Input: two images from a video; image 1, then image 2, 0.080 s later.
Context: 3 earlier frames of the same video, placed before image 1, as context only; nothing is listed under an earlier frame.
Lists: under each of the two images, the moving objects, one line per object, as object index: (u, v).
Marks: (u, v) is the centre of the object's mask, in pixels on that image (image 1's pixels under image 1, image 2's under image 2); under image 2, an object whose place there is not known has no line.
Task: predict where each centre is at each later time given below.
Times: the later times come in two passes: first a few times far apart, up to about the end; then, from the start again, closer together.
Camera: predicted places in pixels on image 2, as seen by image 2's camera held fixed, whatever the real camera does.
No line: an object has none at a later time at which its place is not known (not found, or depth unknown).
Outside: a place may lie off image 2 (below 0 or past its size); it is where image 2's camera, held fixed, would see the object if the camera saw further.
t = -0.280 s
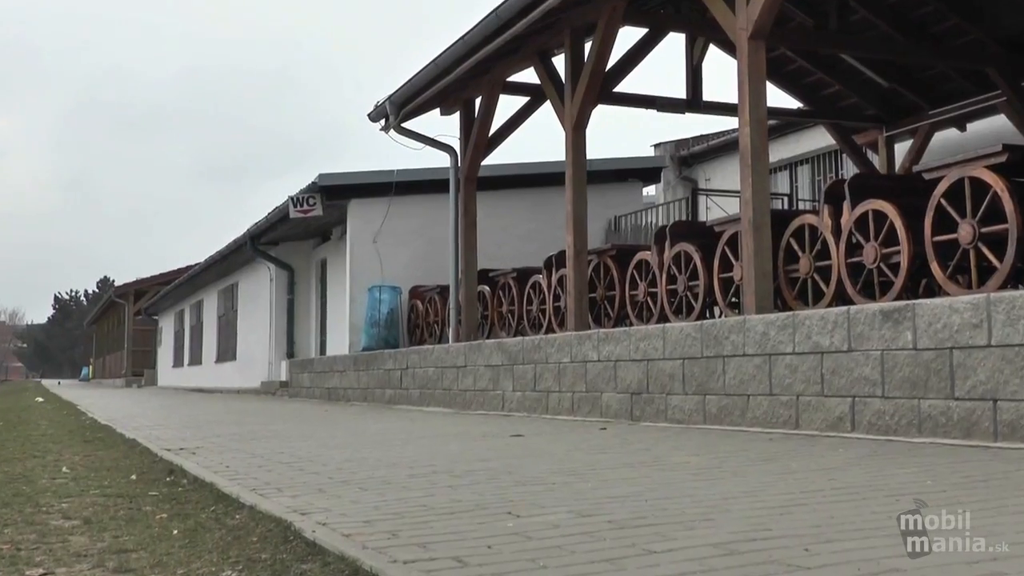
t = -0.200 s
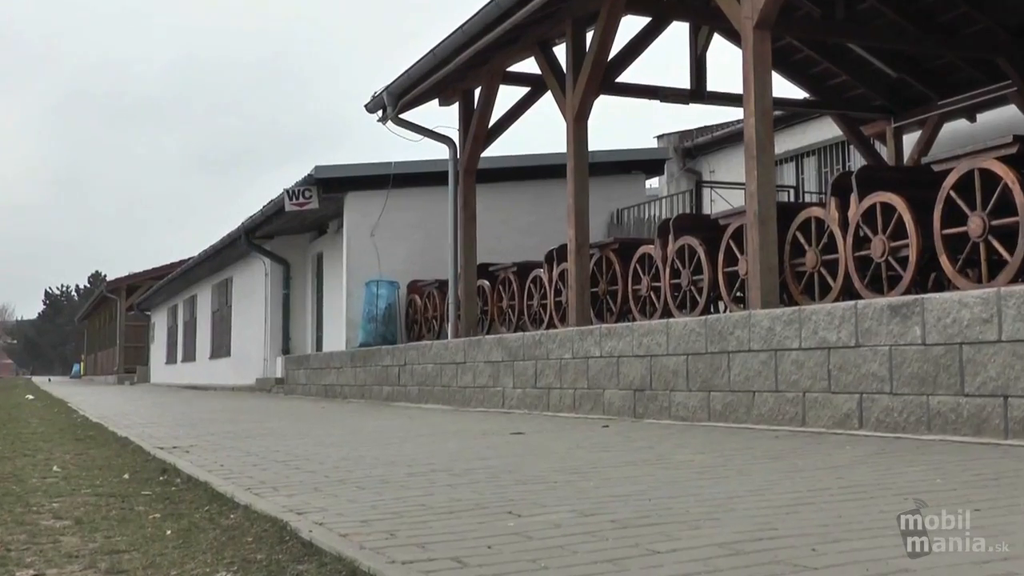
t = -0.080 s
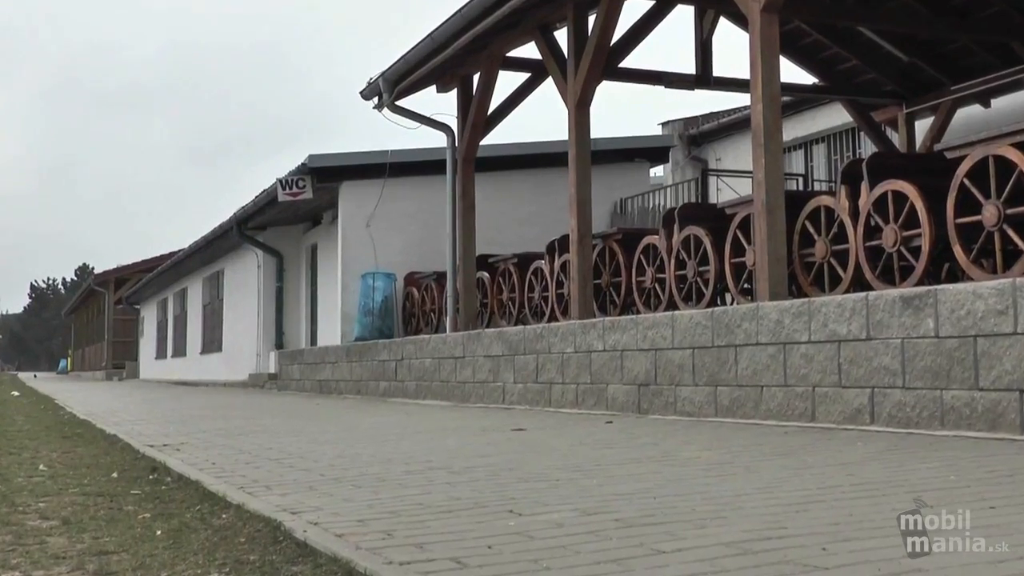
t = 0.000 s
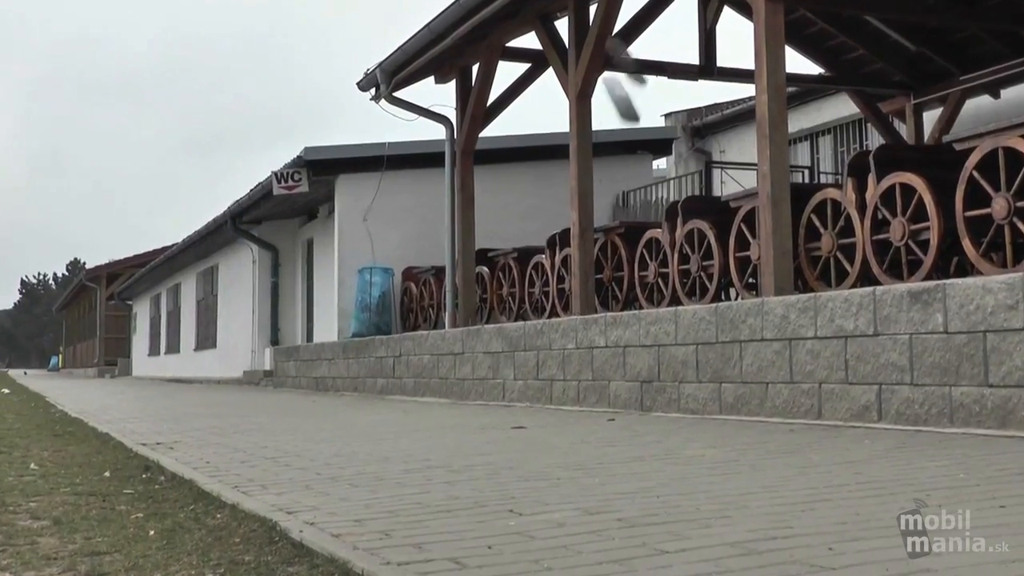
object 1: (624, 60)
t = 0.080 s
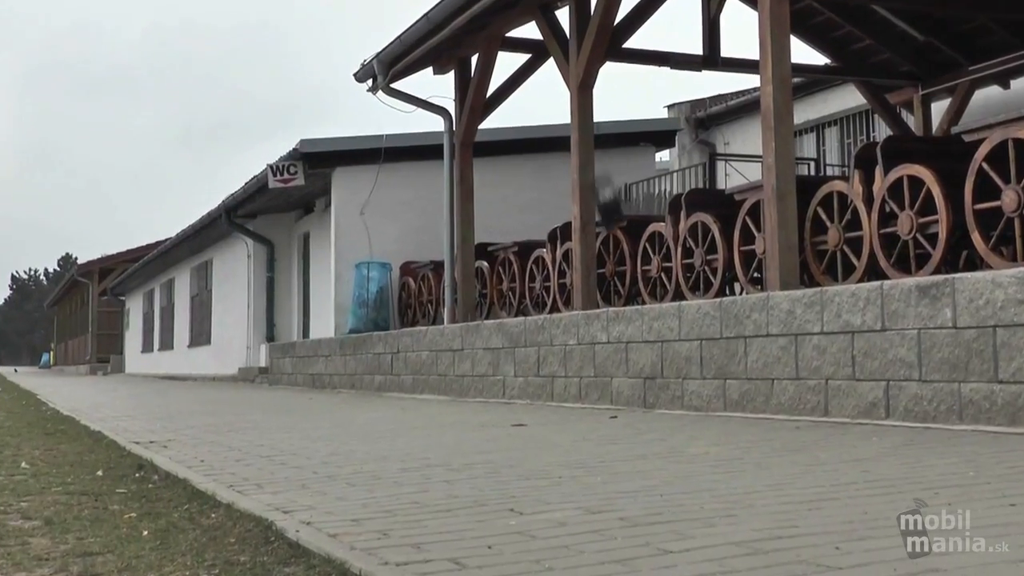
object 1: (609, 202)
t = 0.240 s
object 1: (563, 444)
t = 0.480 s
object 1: (512, 453)
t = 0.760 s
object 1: (497, 458)
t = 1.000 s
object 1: (498, 461)
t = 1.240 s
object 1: (497, 461)
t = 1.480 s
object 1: (497, 461)
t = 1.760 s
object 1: (497, 461)
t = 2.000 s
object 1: (497, 461)
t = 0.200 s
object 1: (570, 456)
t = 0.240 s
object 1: (563, 444)
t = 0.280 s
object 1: (554, 432)
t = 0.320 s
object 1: (545, 428)
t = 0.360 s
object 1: (536, 427)
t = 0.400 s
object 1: (527, 433)
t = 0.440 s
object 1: (517, 447)
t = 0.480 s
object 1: (512, 453)
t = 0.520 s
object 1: (511, 449)
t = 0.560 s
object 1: (511, 449)
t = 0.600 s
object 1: (510, 451)
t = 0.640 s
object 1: (508, 455)
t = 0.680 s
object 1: (502, 458)
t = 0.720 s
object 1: (499, 460)
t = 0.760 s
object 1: (497, 458)
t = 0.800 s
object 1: (497, 459)
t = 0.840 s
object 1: (497, 460)
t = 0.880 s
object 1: (498, 460)
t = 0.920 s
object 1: (498, 461)
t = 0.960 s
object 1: (498, 461)
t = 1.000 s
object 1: (498, 461)
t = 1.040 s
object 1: (498, 461)
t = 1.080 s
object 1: (498, 461)
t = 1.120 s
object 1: (498, 461)
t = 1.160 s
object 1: (498, 461)
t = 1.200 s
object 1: (497, 461)
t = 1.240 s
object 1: (497, 461)
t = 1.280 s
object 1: (497, 461)
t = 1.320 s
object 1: (497, 461)
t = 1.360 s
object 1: (497, 461)
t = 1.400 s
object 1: (497, 461)
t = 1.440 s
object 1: (497, 461)
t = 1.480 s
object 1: (497, 461)
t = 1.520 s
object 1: (497, 461)
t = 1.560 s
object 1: (497, 461)
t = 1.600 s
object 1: (497, 461)
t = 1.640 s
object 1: (496, 461)
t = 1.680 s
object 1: (497, 461)
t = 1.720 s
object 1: (497, 461)
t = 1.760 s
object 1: (497, 461)
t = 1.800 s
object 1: (497, 461)
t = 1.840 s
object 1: (497, 461)
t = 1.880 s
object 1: (497, 461)
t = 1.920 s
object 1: (497, 461)
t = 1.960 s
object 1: (497, 461)
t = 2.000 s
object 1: (497, 461)
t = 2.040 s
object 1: (497, 461)
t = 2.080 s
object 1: (497, 461)
